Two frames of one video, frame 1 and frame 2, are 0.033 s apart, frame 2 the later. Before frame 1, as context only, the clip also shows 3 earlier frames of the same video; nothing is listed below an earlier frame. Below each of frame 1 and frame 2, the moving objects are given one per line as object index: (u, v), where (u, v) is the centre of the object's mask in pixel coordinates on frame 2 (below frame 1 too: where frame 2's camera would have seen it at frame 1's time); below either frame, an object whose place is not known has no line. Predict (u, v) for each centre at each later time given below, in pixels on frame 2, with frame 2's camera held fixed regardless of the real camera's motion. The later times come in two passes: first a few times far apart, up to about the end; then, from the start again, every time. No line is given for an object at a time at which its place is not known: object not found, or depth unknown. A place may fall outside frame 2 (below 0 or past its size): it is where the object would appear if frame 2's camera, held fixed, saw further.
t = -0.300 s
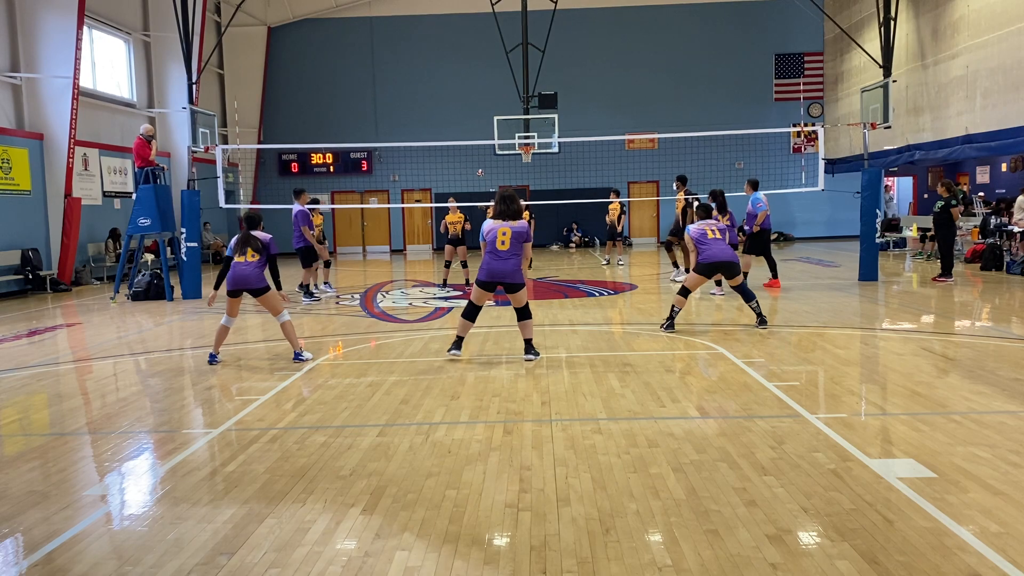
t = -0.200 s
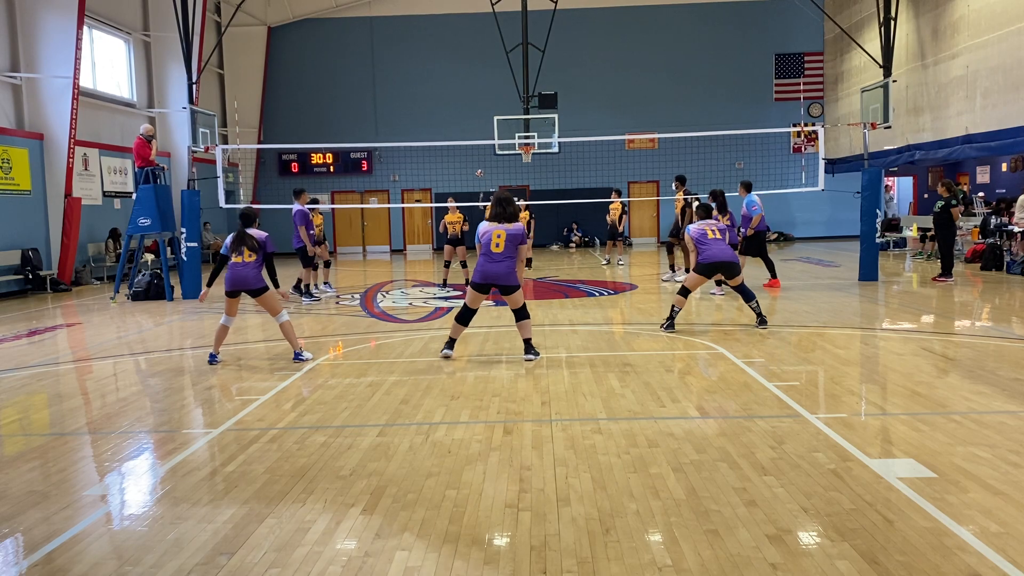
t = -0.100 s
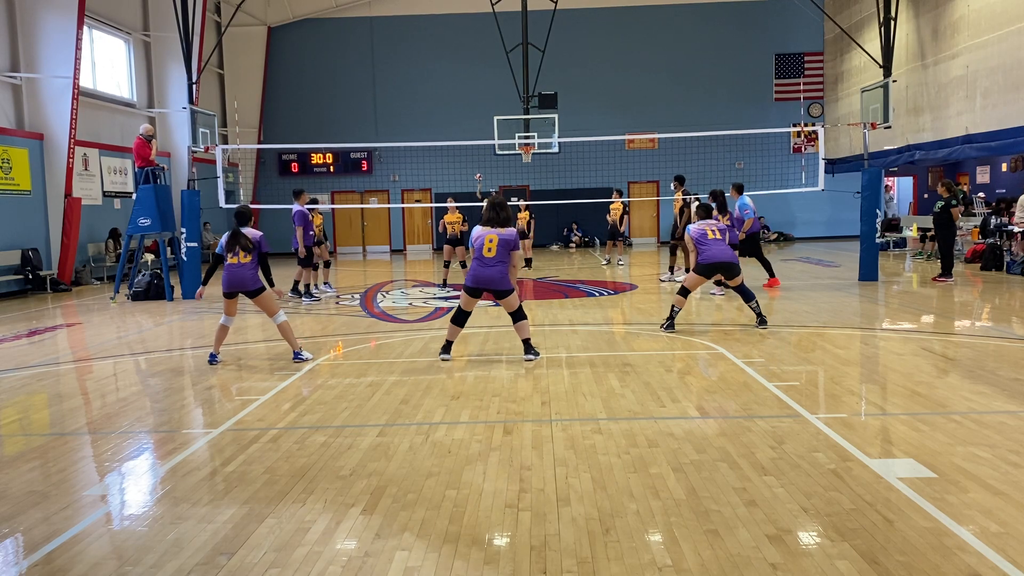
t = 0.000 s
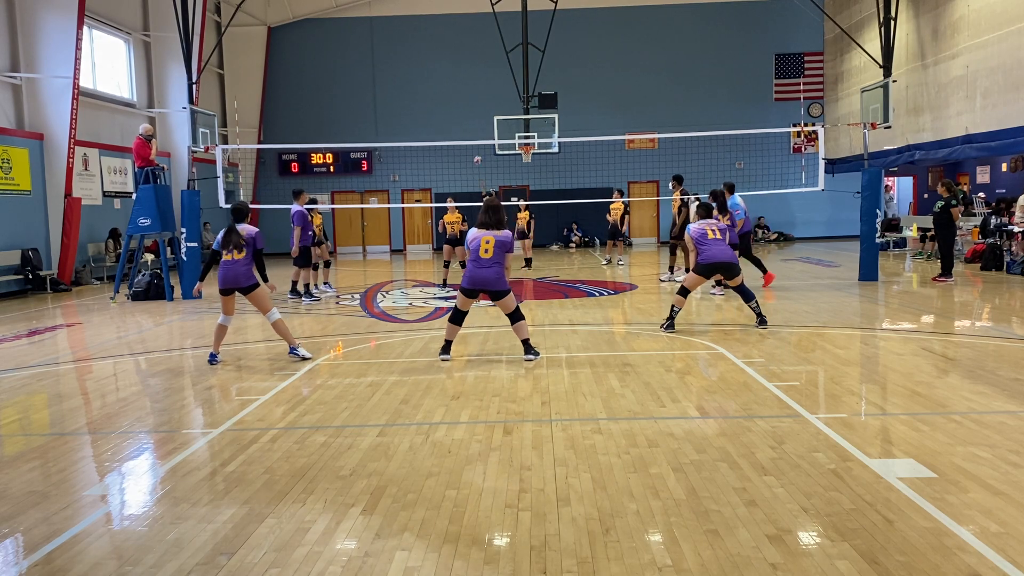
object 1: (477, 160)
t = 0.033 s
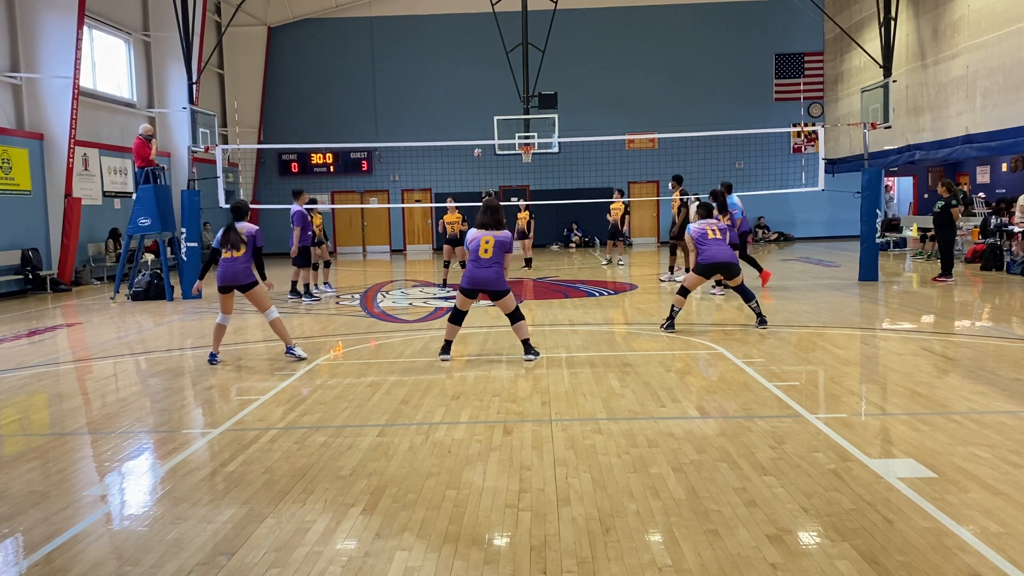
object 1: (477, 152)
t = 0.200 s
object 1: (476, 118)
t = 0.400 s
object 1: (472, 84)
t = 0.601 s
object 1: (471, 64)
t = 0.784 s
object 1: (470, 62)
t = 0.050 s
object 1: (477, 149)
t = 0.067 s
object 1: (477, 147)
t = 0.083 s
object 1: (477, 139)
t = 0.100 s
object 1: (477, 137)
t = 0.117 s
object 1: (477, 134)
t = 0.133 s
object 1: (477, 131)
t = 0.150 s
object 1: (476, 127)
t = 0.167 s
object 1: (476, 124)
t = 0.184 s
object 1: (476, 121)
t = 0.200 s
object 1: (476, 118)
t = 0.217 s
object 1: (475, 114)
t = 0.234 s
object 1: (475, 111)
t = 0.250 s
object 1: (475, 108)
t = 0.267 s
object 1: (475, 105)
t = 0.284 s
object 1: (474, 102)
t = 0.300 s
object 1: (474, 99)
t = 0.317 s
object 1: (474, 97)
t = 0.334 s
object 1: (473, 94)
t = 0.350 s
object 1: (473, 91)
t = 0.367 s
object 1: (473, 89)
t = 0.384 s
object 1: (473, 86)
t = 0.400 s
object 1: (472, 84)
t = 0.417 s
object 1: (472, 82)
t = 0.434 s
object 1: (472, 80)
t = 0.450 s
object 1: (472, 78)
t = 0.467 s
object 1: (472, 76)
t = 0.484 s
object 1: (472, 74)
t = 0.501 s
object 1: (471, 72)
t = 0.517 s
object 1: (471, 70)
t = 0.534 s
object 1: (471, 69)
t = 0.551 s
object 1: (471, 67)
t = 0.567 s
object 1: (471, 66)
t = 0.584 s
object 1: (471, 65)
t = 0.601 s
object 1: (471, 64)
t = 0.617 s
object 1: (471, 63)
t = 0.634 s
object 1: (471, 62)
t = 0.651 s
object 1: (471, 61)
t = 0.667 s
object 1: (471, 61)
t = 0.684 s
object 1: (470, 61)
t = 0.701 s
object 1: (470, 61)
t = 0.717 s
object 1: (470, 61)
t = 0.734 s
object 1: (470, 61)
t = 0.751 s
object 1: (470, 61)
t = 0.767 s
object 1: (470, 61)
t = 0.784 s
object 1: (470, 62)
